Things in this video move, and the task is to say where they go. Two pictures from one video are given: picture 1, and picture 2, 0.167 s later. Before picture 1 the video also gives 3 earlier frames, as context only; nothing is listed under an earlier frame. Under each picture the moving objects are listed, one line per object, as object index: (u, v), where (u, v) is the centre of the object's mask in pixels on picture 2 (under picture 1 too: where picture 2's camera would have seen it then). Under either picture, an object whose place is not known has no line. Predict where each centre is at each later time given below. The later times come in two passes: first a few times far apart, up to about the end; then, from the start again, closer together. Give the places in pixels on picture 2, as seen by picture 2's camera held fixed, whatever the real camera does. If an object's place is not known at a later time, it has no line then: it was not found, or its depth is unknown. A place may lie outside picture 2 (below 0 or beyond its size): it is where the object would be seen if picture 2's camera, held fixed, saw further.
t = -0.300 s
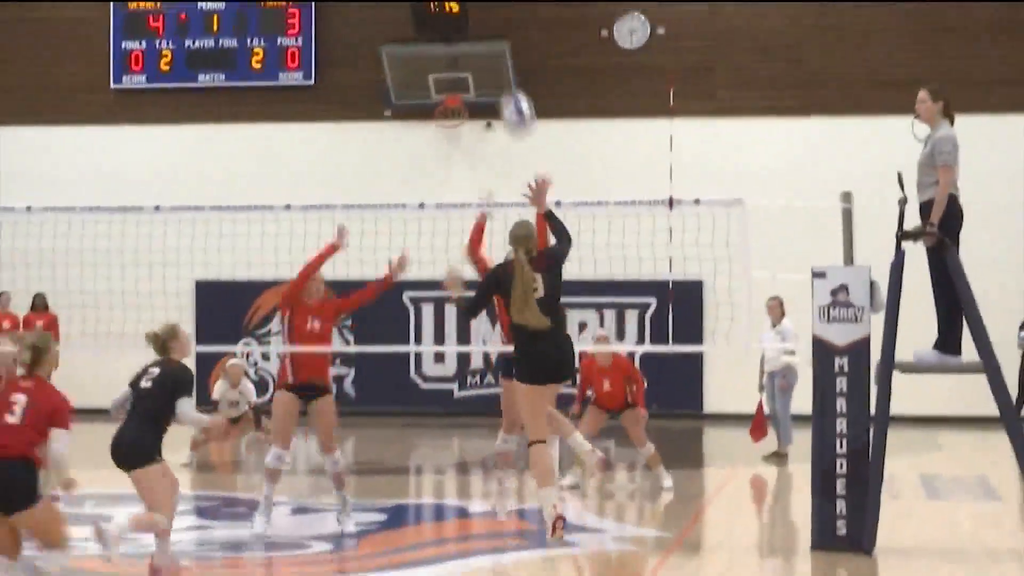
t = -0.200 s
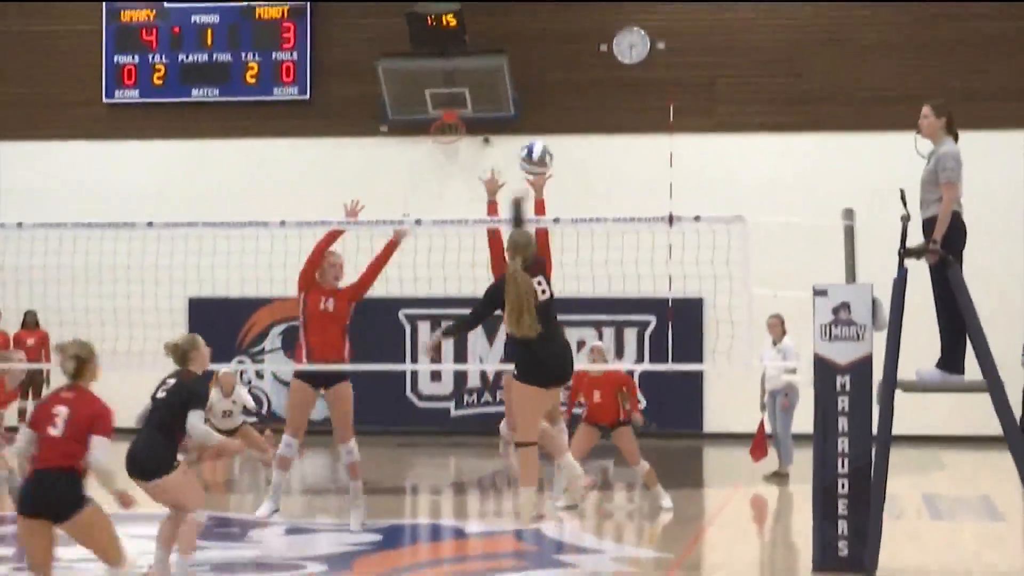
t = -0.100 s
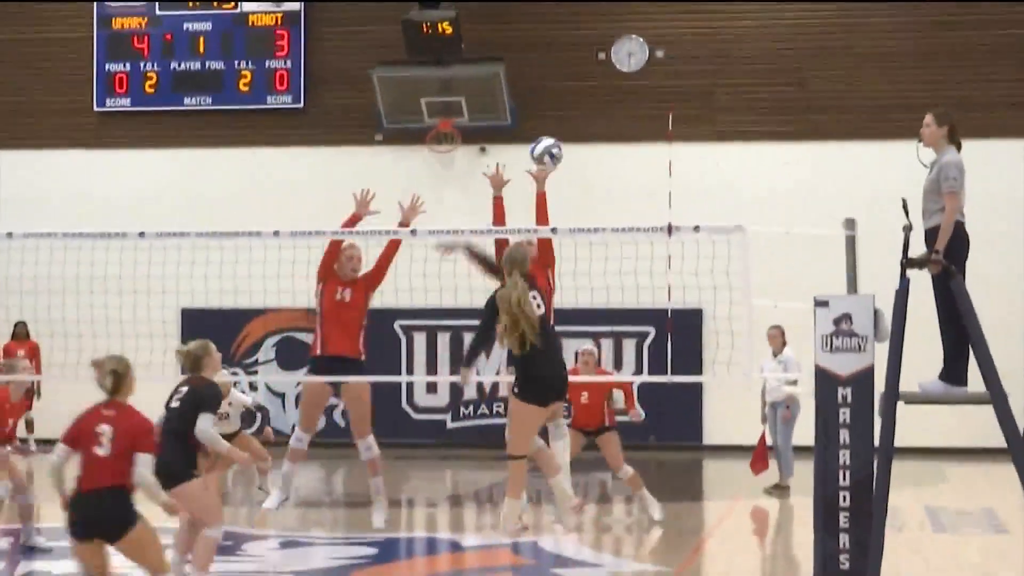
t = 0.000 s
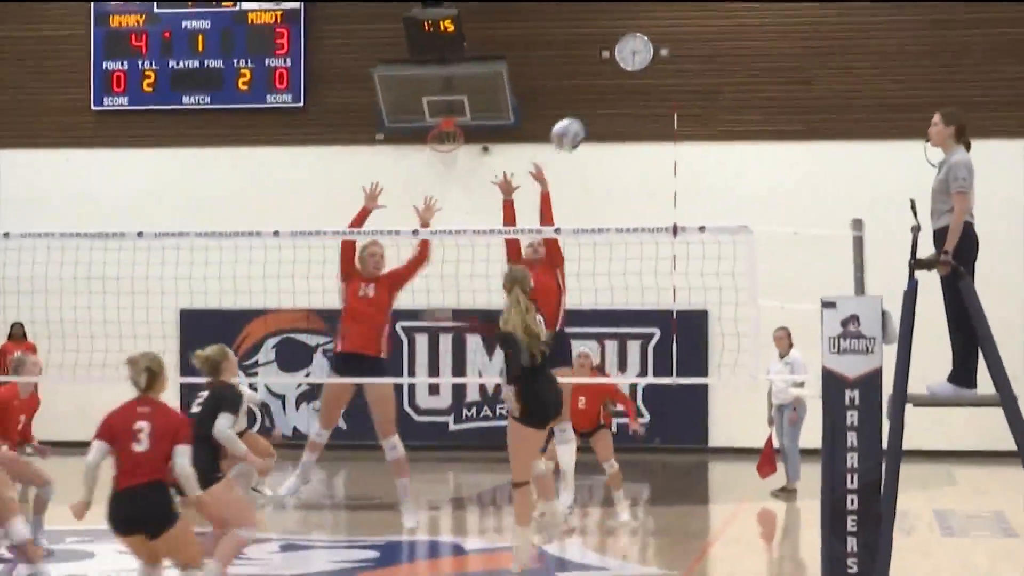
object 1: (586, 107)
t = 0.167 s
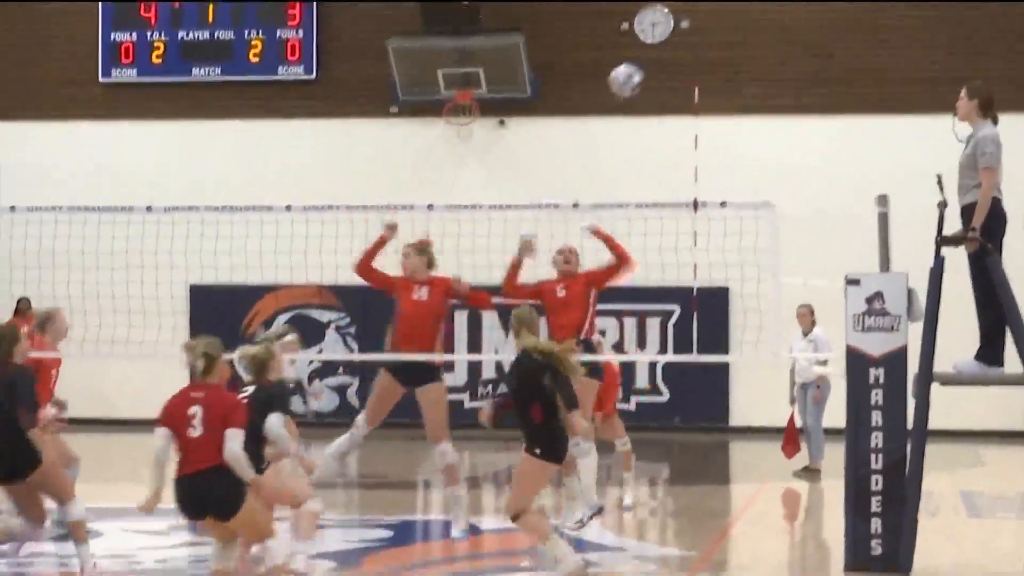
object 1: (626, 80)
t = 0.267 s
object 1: (649, 84)
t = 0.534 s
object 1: (706, 162)
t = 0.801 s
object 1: (757, 334)
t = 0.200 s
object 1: (634, 79)
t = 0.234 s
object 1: (642, 81)
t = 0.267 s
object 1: (649, 84)
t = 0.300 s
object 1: (656, 89)
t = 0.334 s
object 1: (663, 94)
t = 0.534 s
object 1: (706, 162)
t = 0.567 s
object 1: (712, 177)
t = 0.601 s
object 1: (719, 191)
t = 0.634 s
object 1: (726, 215)
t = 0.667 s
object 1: (732, 237)
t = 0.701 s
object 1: (738, 260)
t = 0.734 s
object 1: (745, 281)
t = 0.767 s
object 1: (750, 306)
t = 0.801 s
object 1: (757, 334)
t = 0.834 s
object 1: (762, 364)
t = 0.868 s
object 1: (768, 391)
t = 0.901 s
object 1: (773, 422)
